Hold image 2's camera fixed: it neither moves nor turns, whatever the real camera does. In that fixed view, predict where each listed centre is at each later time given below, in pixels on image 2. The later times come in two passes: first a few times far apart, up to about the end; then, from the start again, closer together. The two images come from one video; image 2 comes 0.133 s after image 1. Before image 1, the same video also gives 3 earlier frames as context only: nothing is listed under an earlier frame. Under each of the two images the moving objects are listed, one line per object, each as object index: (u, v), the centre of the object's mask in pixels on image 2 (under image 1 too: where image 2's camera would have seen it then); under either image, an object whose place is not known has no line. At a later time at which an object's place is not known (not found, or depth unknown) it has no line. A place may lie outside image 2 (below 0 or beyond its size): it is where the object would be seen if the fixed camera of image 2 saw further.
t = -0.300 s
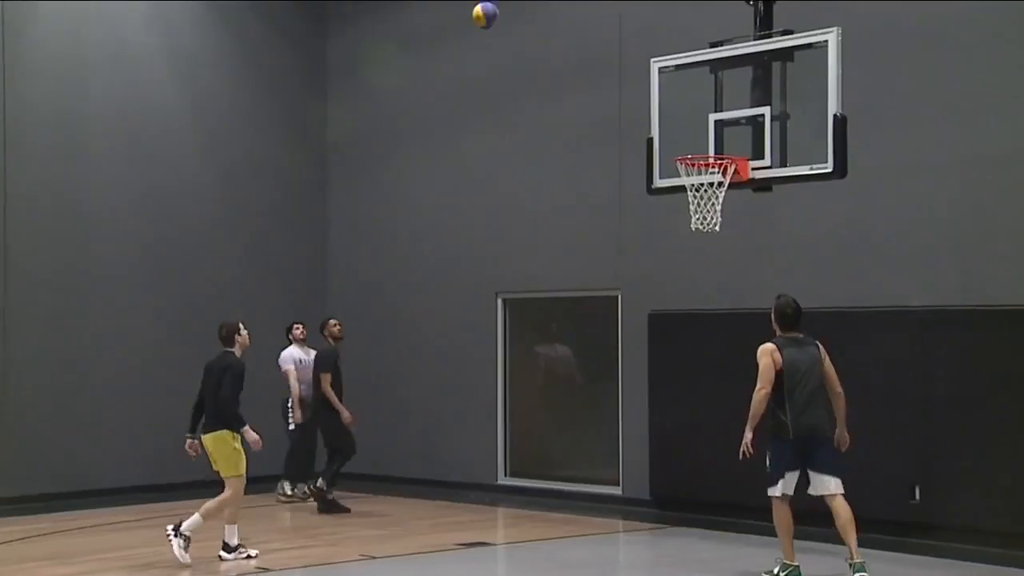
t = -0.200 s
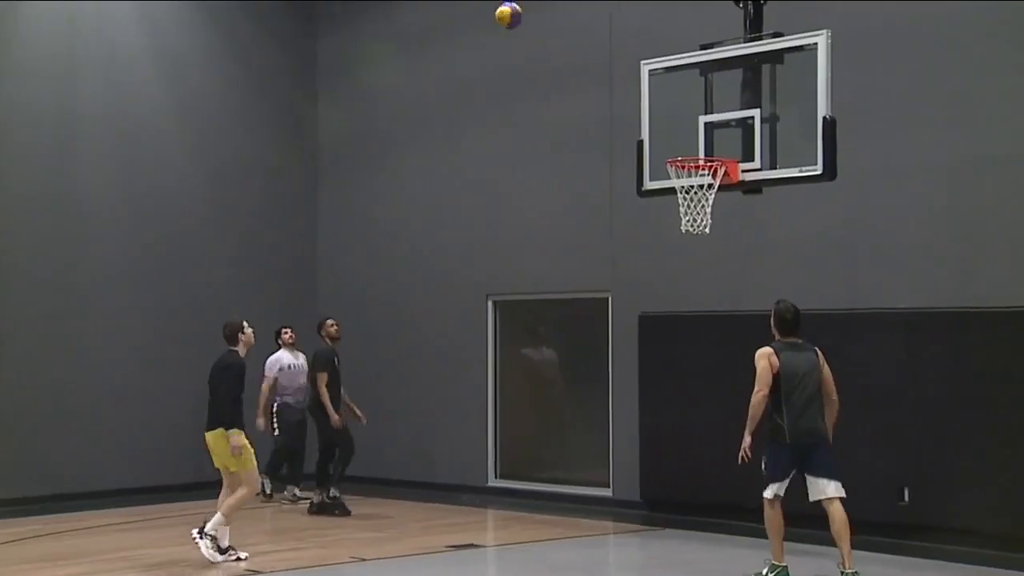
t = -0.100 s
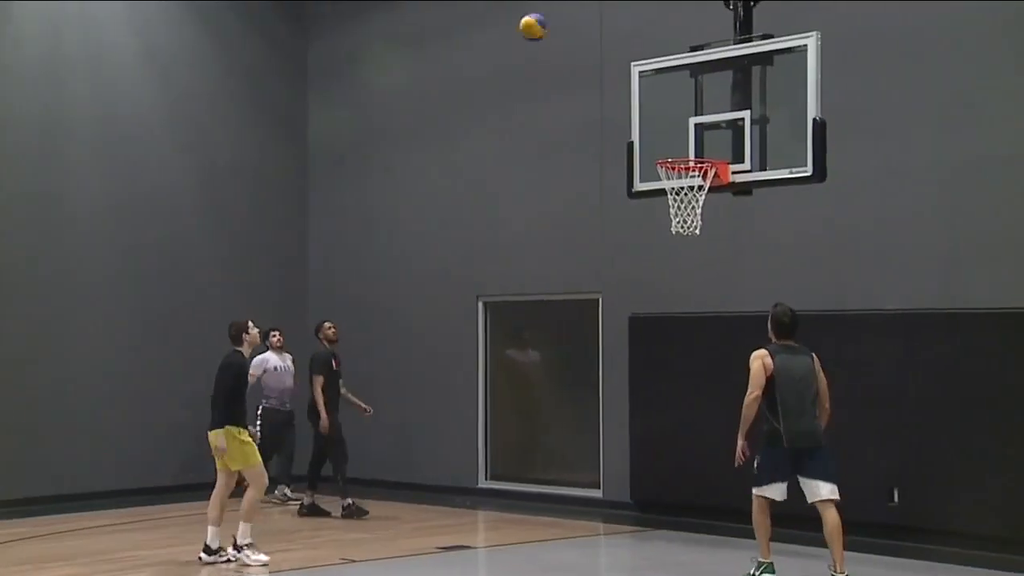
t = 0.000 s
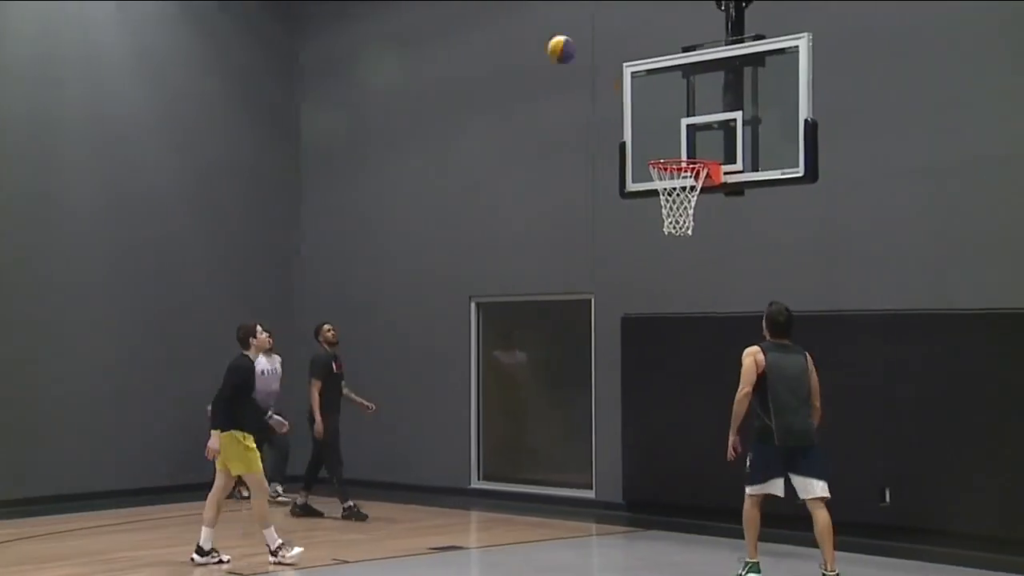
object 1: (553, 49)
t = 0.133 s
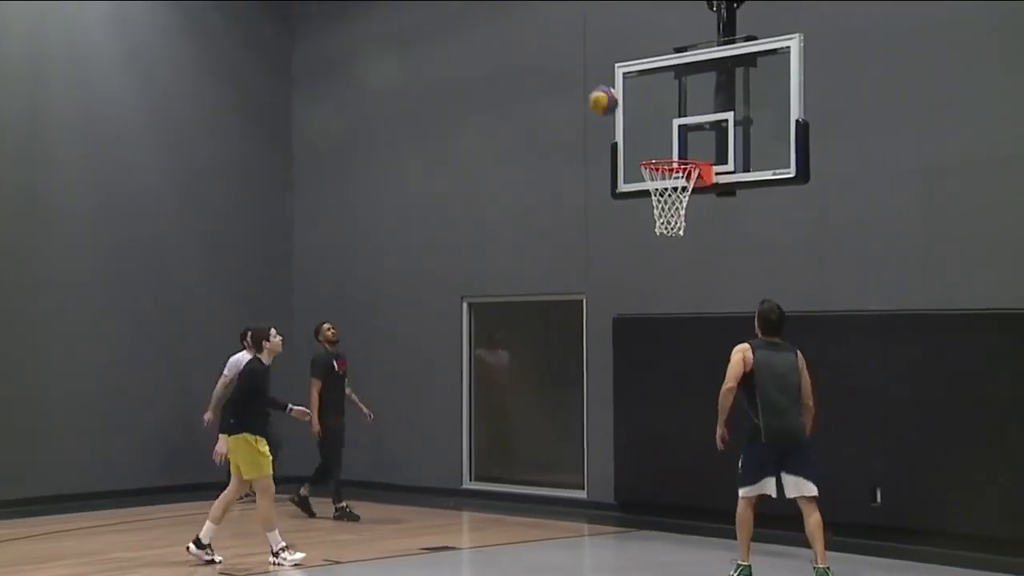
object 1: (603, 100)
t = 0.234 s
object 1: (642, 152)
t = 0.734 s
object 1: (666, 12)
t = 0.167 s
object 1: (617, 116)
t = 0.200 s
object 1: (631, 135)
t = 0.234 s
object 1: (642, 152)
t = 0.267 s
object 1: (645, 139)
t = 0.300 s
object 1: (646, 121)
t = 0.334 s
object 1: (648, 104)
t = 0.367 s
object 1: (649, 89)
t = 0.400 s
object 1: (651, 76)
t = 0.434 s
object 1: (652, 62)
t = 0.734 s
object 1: (666, 12)
